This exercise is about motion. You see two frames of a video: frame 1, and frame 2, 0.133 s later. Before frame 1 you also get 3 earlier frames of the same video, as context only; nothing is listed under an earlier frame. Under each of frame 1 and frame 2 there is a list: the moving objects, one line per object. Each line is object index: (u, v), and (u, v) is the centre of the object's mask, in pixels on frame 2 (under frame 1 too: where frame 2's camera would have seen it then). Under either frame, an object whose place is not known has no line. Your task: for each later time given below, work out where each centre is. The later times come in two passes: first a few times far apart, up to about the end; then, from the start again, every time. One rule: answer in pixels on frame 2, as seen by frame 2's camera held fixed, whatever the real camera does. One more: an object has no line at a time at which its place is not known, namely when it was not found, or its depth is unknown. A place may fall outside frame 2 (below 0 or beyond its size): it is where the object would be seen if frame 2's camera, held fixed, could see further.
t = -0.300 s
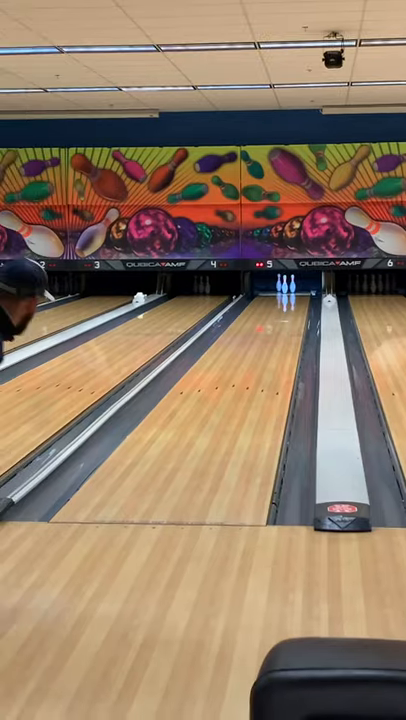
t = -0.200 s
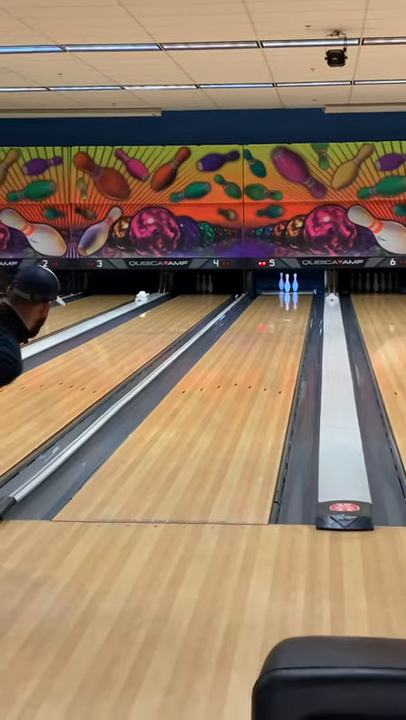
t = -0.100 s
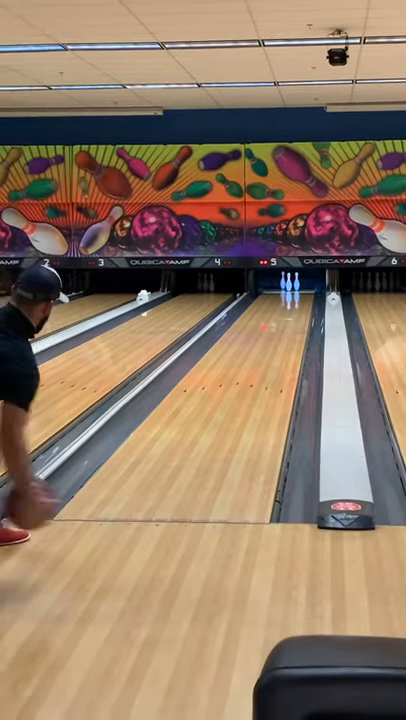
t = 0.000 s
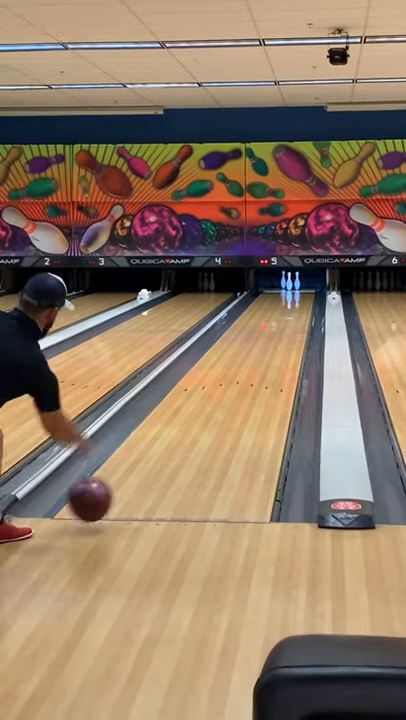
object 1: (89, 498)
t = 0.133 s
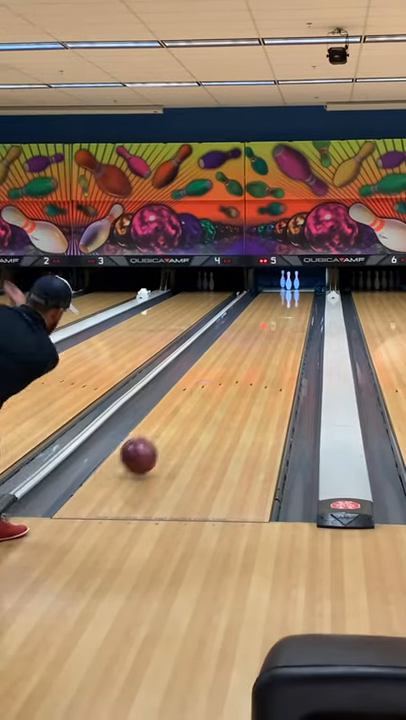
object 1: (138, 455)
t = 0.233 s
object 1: (166, 432)
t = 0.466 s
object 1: (209, 388)
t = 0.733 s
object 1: (240, 356)
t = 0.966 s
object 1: (257, 337)
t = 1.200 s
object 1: (270, 323)
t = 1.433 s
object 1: (280, 311)
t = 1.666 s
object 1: (286, 302)
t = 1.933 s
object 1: (292, 294)
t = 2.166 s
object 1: (295, 288)
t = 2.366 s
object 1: (296, 284)
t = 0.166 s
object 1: (148, 449)
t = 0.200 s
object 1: (157, 440)
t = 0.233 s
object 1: (166, 432)
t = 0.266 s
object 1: (173, 424)
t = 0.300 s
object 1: (181, 416)
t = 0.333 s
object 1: (187, 410)
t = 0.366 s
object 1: (193, 403)
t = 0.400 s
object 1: (199, 398)
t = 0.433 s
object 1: (204, 393)
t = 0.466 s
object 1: (209, 388)
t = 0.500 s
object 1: (214, 383)
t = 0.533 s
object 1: (218, 379)
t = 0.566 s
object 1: (222, 374)
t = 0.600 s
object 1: (226, 370)
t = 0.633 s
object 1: (230, 366)
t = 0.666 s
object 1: (233, 363)
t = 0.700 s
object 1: (237, 360)
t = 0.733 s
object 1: (240, 356)
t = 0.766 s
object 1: (243, 353)
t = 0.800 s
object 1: (246, 350)
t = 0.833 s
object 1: (248, 347)
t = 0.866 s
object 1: (251, 345)
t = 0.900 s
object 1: (253, 342)
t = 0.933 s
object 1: (255, 339)
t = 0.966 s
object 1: (257, 337)
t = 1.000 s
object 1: (259, 335)
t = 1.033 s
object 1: (262, 333)
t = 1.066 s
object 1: (264, 330)
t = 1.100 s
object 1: (265, 328)
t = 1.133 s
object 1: (267, 326)
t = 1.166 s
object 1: (269, 325)
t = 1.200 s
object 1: (270, 323)
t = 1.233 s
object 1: (272, 321)
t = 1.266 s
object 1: (273, 319)
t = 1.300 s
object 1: (275, 318)
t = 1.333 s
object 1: (276, 316)
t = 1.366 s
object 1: (277, 314)
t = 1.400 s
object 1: (278, 313)
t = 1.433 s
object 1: (280, 311)
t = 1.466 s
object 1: (281, 309)
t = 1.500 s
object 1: (282, 308)
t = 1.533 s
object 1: (283, 307)
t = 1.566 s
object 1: (284, 305)
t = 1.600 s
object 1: (285, 305)
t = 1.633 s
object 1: (285, 303)
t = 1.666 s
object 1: (286, 302)
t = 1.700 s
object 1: (287, 301)
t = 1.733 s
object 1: (288, 300)
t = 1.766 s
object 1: (289, 299)
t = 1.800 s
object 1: (289, 298)
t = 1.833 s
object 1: (290, 297)
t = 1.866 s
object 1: (291, 295)
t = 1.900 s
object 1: (292, 295)
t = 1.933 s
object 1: (292, 294)
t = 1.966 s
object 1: (293, 293)
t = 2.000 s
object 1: (293, 292)
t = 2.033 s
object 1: (294, 292)
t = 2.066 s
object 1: (294, 291)
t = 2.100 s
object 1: (294, 290)
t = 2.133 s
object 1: (295, 289)
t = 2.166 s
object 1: (295, 288)
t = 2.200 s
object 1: (295, 288)
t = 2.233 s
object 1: (295, 287)
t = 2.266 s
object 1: (296, 286)
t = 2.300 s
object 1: (296, 285)
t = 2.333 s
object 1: (295, 285)
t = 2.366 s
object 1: (296, 284)
